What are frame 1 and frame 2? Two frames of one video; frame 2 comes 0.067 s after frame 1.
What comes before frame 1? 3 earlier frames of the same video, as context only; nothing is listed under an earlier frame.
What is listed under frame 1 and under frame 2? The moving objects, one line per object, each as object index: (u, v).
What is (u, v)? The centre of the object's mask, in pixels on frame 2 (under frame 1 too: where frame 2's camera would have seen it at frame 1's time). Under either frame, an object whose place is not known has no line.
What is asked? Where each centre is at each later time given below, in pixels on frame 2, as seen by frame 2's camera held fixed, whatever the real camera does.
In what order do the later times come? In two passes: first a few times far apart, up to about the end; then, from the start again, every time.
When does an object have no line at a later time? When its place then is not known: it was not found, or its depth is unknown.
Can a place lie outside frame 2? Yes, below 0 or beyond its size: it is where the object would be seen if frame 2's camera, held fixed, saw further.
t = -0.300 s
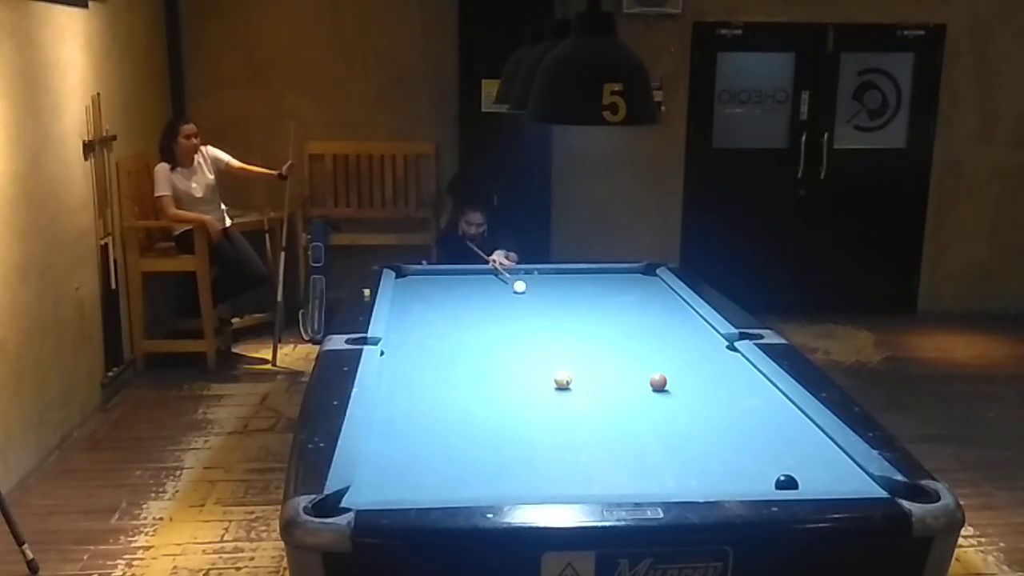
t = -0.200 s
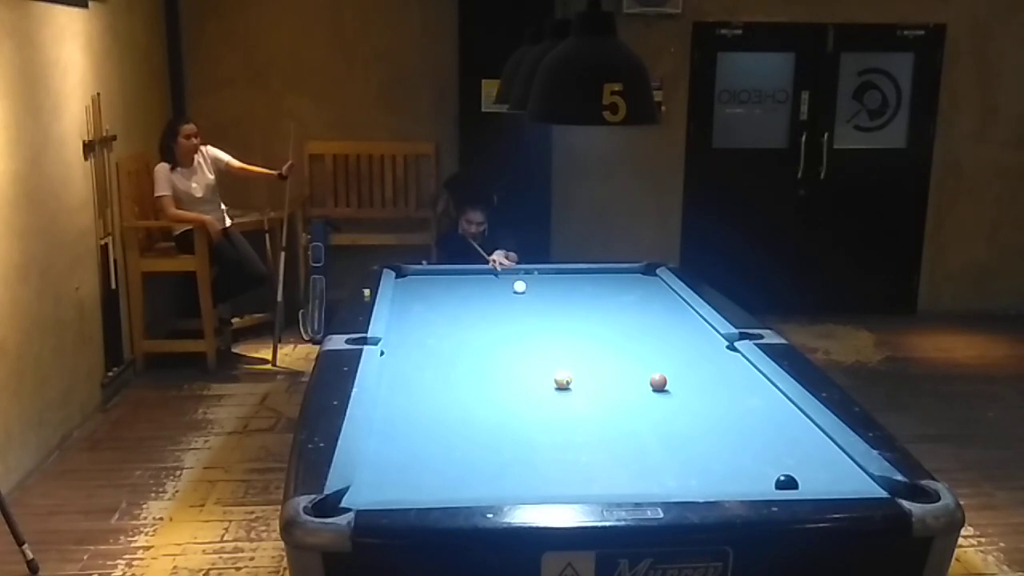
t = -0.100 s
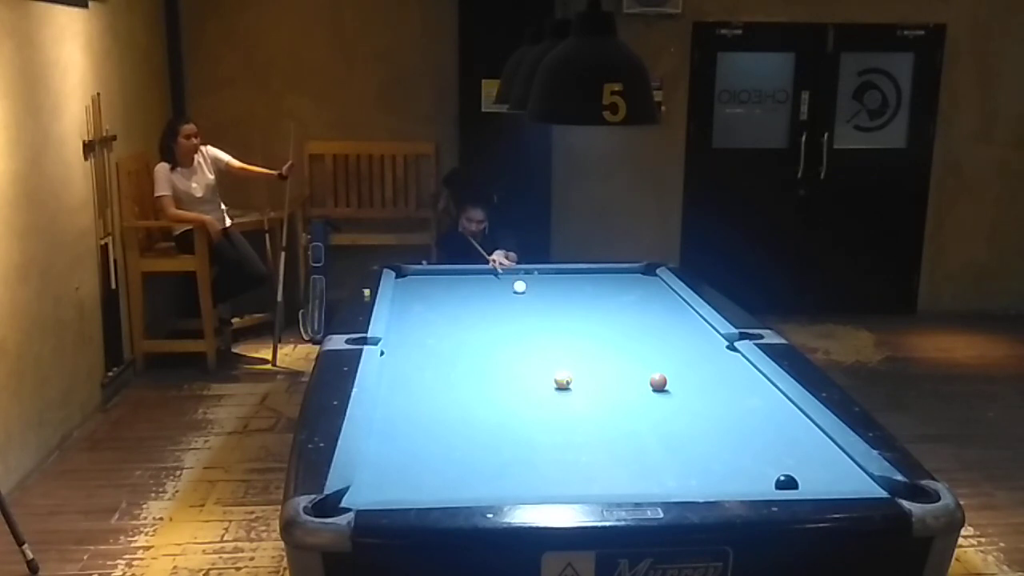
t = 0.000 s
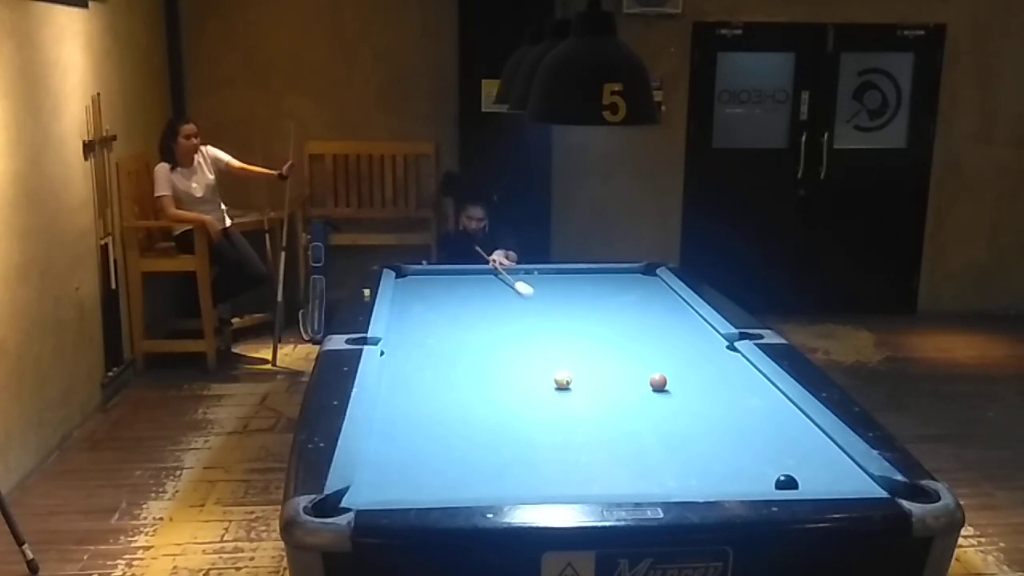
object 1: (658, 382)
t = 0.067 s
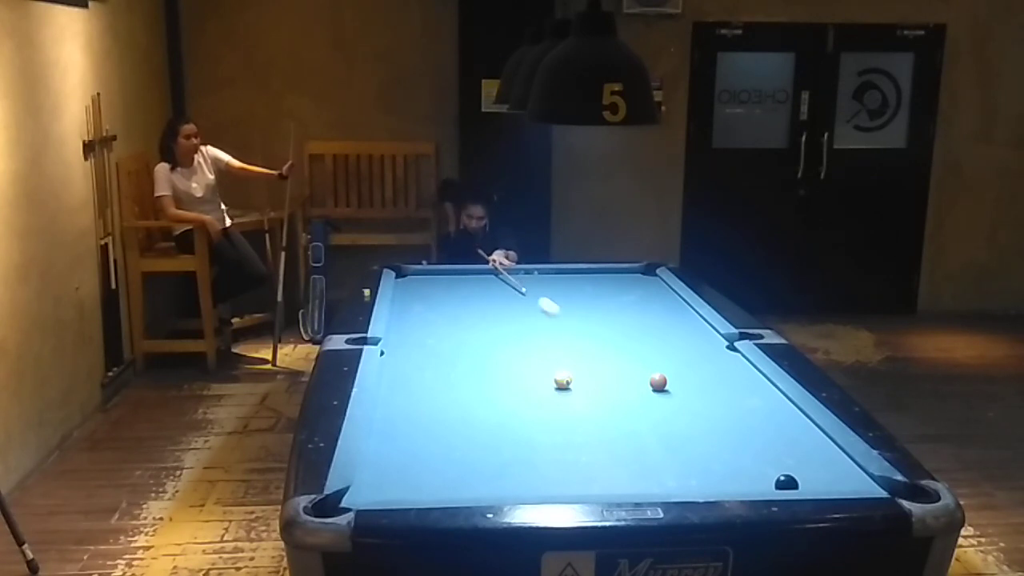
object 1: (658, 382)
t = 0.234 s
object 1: (658, 382)
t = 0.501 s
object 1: (833, 477)
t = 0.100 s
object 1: (658, 382)
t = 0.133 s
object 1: (658, 382)
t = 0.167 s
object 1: (658, 382)
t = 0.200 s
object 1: (658, 382)
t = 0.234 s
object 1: (658, 382)
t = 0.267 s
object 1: (658, 382)
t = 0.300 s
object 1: (671, 388)
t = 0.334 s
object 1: (696, 402)
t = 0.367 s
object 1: (721, 416)
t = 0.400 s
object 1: (749, 430)
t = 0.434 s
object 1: (777, 445)
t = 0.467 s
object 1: (806, 461)
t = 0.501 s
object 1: (833, 477)
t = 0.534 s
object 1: (866, 486)
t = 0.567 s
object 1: (887, 486)
